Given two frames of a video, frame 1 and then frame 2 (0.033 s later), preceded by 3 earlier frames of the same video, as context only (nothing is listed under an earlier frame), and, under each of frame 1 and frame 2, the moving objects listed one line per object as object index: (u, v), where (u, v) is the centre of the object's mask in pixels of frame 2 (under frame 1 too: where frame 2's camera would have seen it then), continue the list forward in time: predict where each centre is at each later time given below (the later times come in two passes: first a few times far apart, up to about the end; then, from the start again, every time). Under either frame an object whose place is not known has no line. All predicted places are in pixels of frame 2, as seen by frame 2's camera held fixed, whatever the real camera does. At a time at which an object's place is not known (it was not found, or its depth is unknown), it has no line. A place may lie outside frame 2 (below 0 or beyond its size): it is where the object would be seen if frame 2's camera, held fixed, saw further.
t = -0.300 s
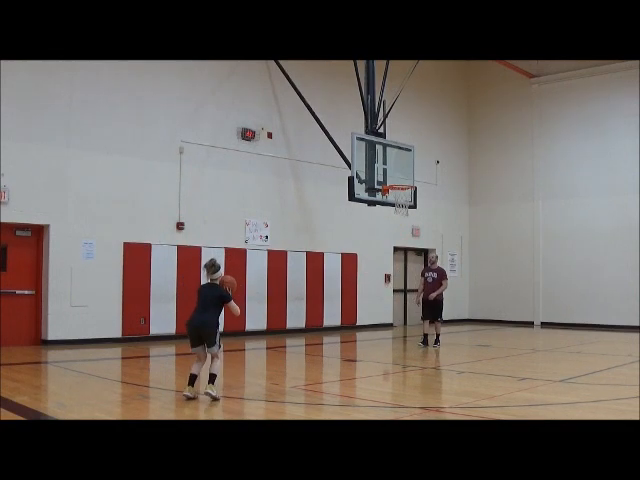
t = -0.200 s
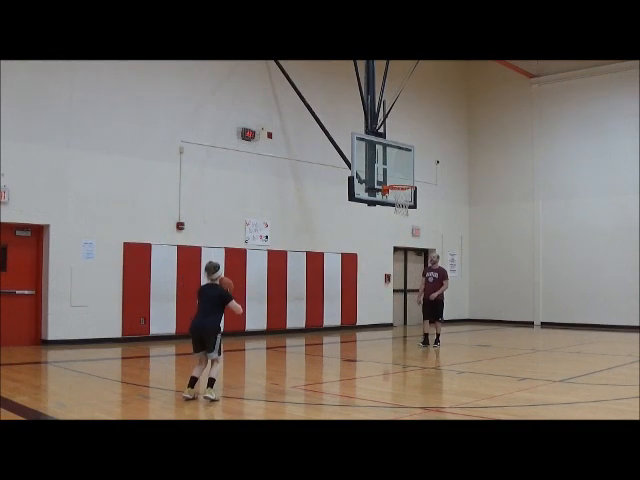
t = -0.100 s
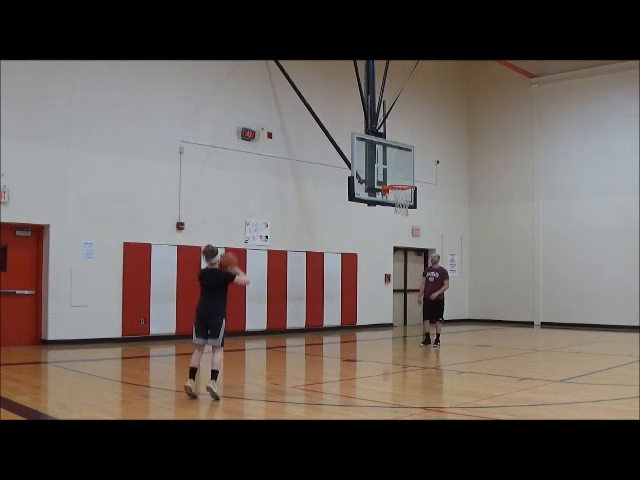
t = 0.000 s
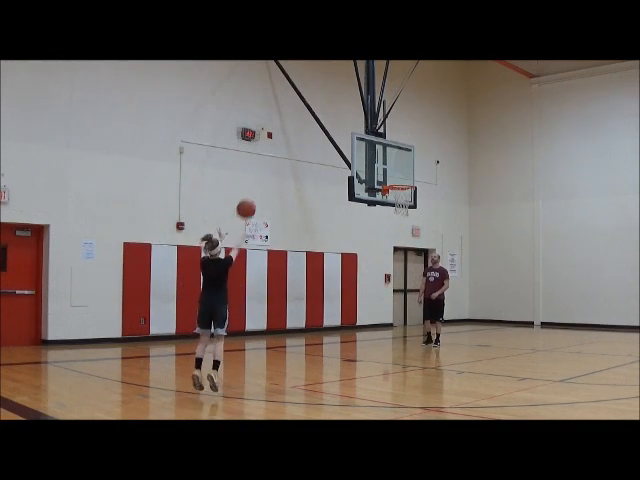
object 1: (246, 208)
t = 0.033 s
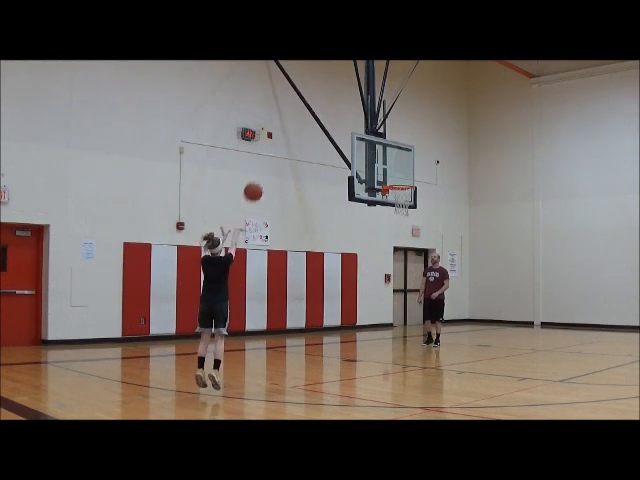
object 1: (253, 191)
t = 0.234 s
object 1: (290, 118)
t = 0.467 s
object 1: (325, 80)
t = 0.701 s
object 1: (352, 81)
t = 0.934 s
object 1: (374, 110)
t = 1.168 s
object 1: (393, 165)
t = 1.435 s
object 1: (395, 207)
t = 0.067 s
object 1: (260, 175)
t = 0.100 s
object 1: (266, 162)
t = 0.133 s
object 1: (273, 149)
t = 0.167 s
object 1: (279, 137)
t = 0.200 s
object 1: (285, 127)
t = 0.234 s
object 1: (290, 118)
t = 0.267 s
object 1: (296, 110)
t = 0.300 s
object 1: (301, 102)
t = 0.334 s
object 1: (306, 96)
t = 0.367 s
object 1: (311, 90)
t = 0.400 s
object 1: (316, 86)
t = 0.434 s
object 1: (320, 83)
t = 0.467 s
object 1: (325, 80)
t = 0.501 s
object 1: (329, 78)
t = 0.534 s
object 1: (333, 77)
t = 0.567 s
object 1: (337, 76)
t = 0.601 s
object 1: (341, 77)
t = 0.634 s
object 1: (344, 77)
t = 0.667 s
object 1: (348, 79)
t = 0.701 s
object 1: (352, 81)
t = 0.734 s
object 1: (355, 84)
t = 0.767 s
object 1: (358, 87)
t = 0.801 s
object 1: (361, 91)
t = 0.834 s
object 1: (365, 95)
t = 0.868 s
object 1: (368, 99)
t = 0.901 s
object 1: (371, 105)
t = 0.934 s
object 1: (374, 110)
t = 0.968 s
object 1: (377, 118)
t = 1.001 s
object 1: (380, 124)
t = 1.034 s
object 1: (383, 131)
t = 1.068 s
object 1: (386, 138)
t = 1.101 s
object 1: (389, 147)
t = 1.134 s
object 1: (391, 156)
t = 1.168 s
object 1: (393, 165)
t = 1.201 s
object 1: (396, 174)
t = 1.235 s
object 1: (398, 182)
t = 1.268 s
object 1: (403, 187)
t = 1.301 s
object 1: (408, 189)
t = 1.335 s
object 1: (405, 194)
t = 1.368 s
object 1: (401, 199)
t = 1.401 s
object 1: (398, 203)
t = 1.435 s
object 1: (395, 207)
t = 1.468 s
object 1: (392, 212)
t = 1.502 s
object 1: (390, 217)
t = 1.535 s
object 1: (387, 223)
